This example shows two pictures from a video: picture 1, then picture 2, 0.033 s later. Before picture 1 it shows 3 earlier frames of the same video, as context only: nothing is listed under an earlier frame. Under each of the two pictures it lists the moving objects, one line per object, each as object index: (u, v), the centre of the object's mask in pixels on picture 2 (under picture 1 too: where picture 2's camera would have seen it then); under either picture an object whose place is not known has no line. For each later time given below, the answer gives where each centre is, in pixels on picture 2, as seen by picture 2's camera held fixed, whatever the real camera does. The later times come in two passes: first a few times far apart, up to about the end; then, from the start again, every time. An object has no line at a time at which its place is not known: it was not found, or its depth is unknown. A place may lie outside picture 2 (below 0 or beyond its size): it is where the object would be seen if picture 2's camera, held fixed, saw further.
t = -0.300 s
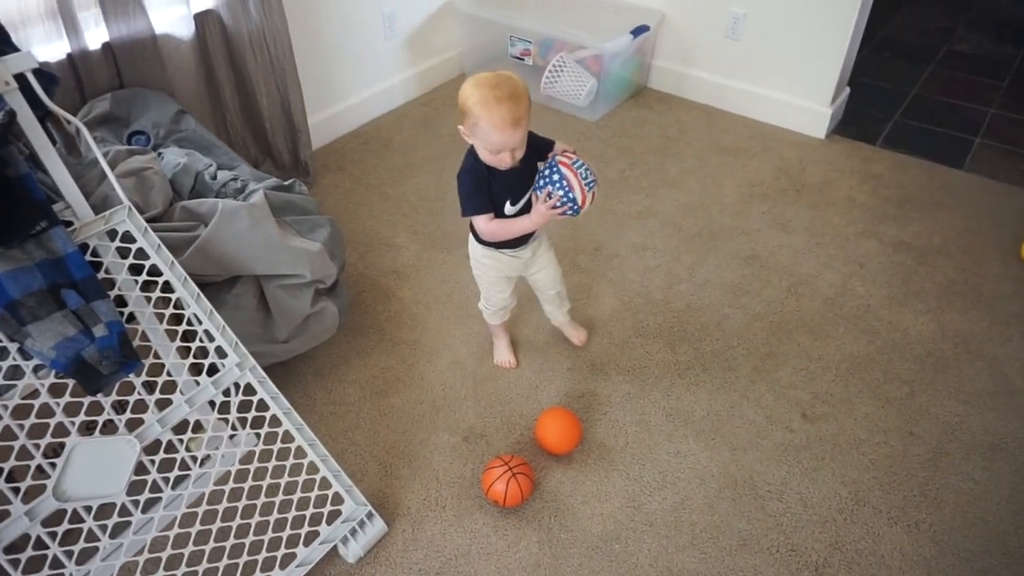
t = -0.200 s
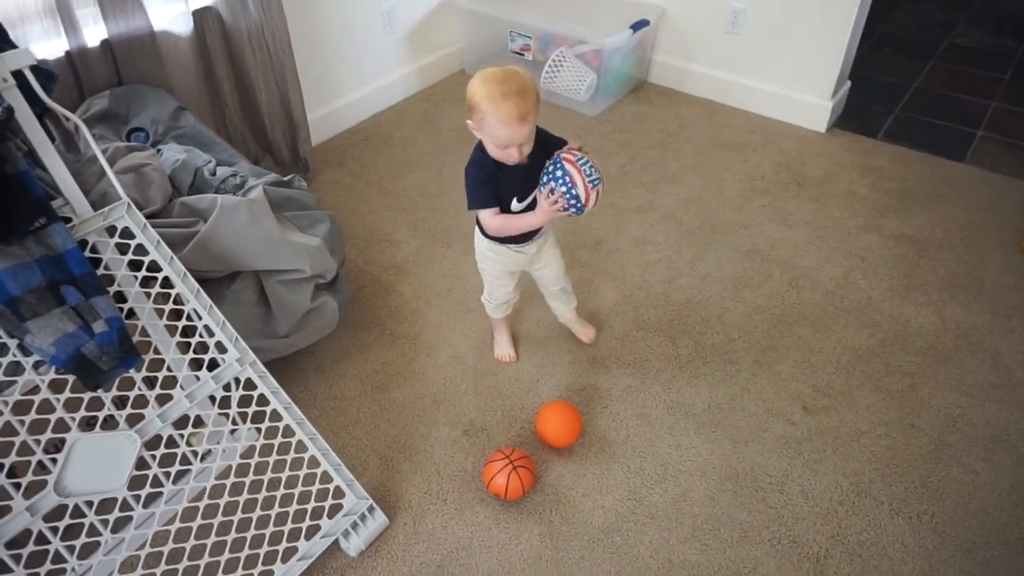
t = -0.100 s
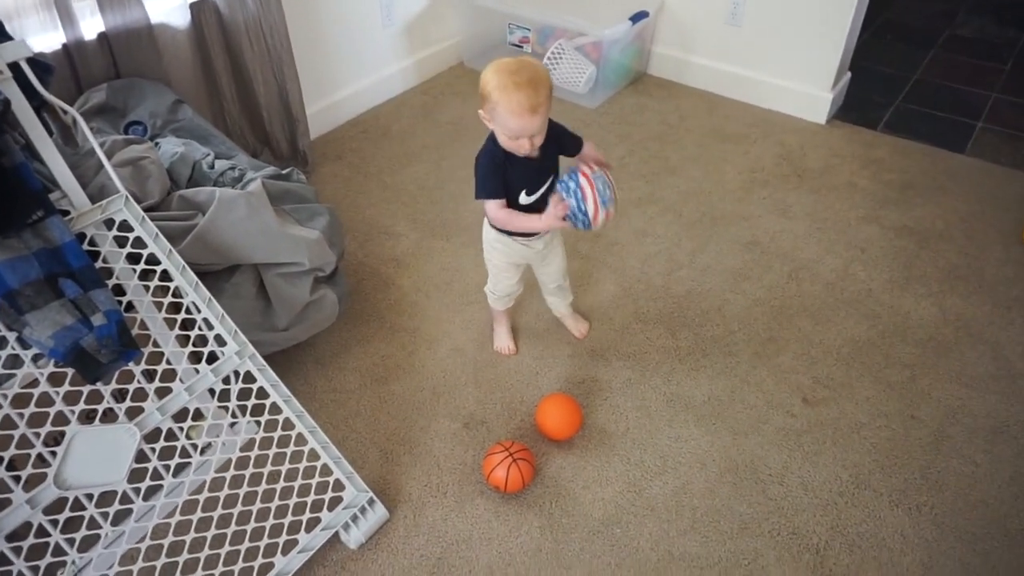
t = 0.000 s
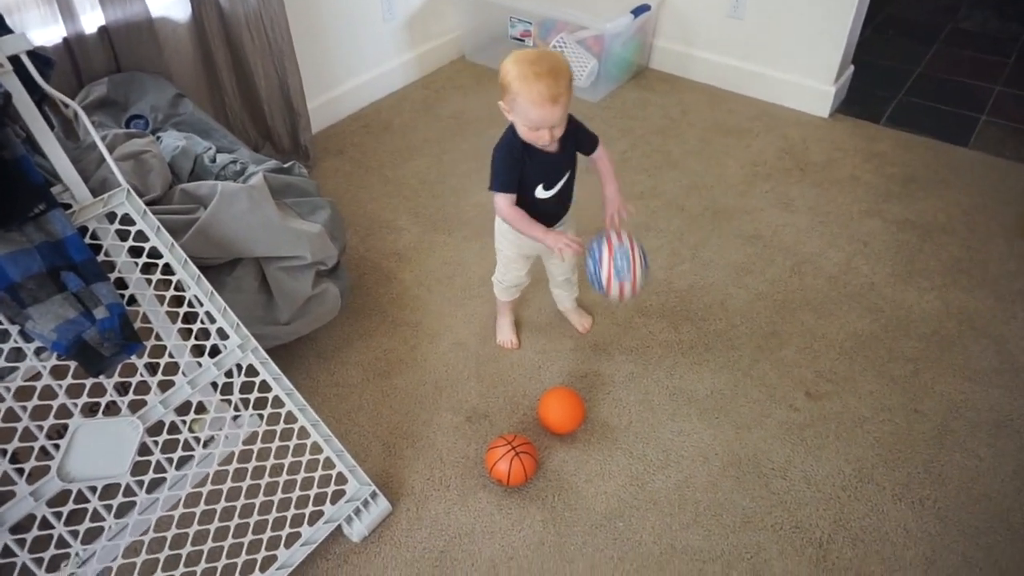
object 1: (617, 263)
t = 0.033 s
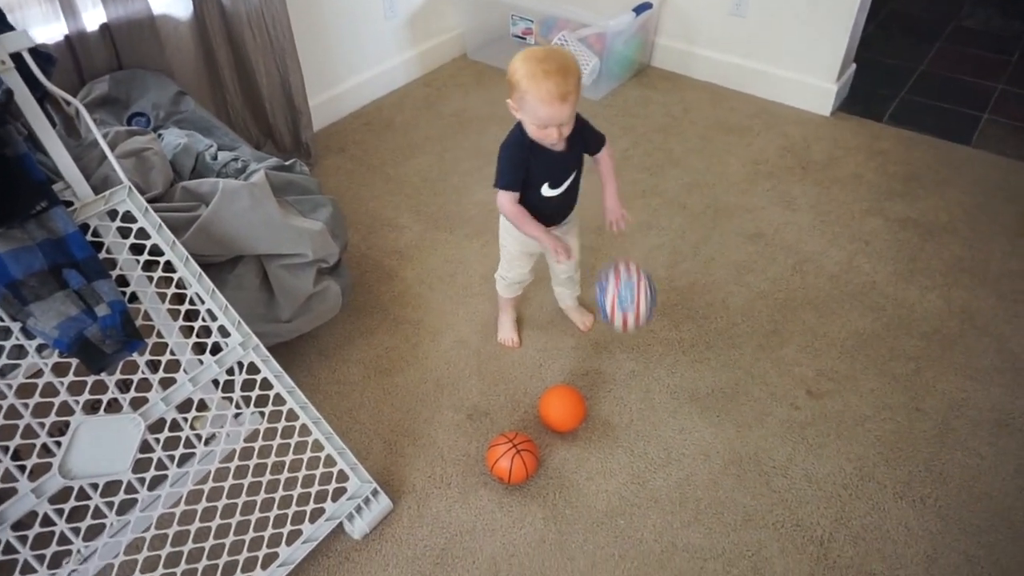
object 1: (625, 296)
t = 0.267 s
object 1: (664, 332)
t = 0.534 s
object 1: (686, 364)
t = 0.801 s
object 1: (715, 375)
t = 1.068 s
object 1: (748, 375)
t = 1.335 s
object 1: (774, 372)
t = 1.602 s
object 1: (785, 372)
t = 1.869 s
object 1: (781, 372)
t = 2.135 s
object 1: (775, 372)
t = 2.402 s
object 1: (772, 372)
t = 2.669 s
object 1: (771, 372)
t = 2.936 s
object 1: (771, 372)
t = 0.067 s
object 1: (632, 331)
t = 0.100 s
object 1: (638, 368)
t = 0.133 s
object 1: (644, 365)
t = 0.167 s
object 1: (650, 352)
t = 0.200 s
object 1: (655, 342)
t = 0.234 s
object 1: (660, 335)
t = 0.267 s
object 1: (664, 332)
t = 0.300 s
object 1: (667, 332)
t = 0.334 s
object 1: (670, 335)
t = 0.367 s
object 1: (672, 341)
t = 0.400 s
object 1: (673, 352)
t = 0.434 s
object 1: (675, 366)
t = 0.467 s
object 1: (676, 375)
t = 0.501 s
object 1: (681, 368)
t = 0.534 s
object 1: (686, 364)
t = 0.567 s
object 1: (691, 364)
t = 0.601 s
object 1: (693, 366)
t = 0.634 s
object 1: (696, 372)
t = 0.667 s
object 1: (699, 376)
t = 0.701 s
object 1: (704, 373)
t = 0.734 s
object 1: (708, 373)
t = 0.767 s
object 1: (711, 375)
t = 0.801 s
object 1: (715, 375)
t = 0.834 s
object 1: (718, 375)
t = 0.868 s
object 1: (722, 375)
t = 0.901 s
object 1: (727, 375)
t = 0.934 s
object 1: (731, 375)
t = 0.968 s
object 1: (735, 375)
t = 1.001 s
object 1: (739, 375)
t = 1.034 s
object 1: (744, 375)
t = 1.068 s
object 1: (748, 375)
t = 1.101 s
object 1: (752, 375)
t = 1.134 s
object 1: (756, 374)
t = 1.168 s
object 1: (759, 373)
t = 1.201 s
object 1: (763, 373)
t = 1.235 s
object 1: (766, 373)
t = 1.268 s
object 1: (769, 373)
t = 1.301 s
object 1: (771, 373)
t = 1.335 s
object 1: (774, 372)
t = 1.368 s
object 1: (776, 372)
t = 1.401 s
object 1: (778, 372)
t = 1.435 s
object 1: (780, 372)
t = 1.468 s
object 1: (782, 372)
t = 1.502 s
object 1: (783, 372)
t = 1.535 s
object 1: (784, 372)
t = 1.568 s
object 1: (784, 372)
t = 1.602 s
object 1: (785, 372)
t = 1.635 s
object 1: (785, 371)
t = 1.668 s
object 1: (785, 371)
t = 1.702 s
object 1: (785, 371)
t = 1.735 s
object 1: (784, 371)
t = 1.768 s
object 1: (783, 372)
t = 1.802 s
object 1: (783, 372)
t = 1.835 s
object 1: (782, 372)
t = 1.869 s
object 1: (781, 372)
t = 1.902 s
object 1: (780, 372)
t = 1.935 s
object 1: (779, 372)
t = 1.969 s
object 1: (778, 372)
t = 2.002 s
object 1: (777, 372)
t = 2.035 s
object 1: (777, 372)
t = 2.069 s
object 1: (776, 372)
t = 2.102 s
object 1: (775, 373)
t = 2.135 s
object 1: (775, 372)
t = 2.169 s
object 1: (774, 373)
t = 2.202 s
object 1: (773, 373)
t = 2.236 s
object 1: (773, 372)
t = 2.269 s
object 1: (773, 372)
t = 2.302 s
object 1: (772, 372)
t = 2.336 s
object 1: (772, 372)
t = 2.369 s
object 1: (772, 372)
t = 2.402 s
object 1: (772, 372)
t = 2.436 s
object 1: (772, 373)
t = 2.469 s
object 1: (772, 373)
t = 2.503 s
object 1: (772, 373)
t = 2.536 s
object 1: (772, 373)
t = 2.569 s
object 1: (772, 373)
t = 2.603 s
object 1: (772, 373)
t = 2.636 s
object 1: (772, 373)
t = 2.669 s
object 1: (771, 372)
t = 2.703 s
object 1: (771, 372)
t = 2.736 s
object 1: (771, 372)
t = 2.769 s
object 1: (771, 372)
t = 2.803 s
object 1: (771, 372)
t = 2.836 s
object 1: (771, 372)
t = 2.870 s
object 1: (771, 372)
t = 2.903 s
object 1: (771, 372)
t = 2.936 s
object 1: (771, 372)
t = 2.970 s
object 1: (771, 372)
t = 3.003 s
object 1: (771, 372)
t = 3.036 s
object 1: (771, 372)
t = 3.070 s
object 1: (771, 372)
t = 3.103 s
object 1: (771, 372)
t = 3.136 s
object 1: (771, 372)
